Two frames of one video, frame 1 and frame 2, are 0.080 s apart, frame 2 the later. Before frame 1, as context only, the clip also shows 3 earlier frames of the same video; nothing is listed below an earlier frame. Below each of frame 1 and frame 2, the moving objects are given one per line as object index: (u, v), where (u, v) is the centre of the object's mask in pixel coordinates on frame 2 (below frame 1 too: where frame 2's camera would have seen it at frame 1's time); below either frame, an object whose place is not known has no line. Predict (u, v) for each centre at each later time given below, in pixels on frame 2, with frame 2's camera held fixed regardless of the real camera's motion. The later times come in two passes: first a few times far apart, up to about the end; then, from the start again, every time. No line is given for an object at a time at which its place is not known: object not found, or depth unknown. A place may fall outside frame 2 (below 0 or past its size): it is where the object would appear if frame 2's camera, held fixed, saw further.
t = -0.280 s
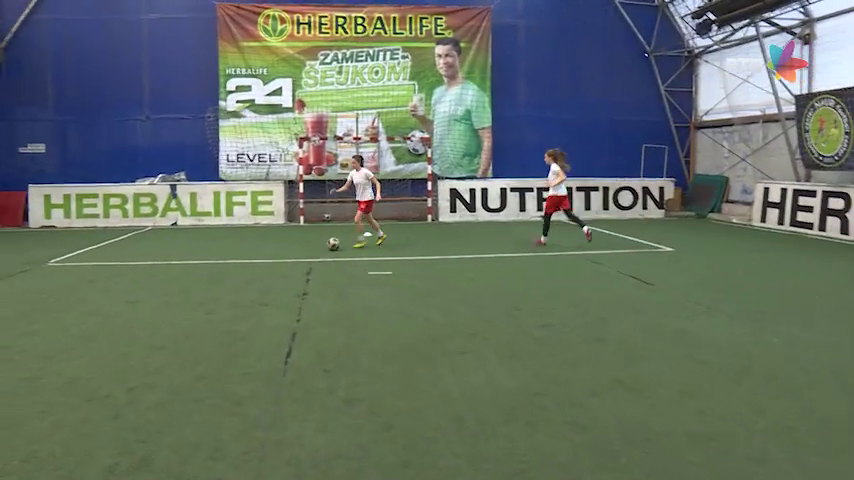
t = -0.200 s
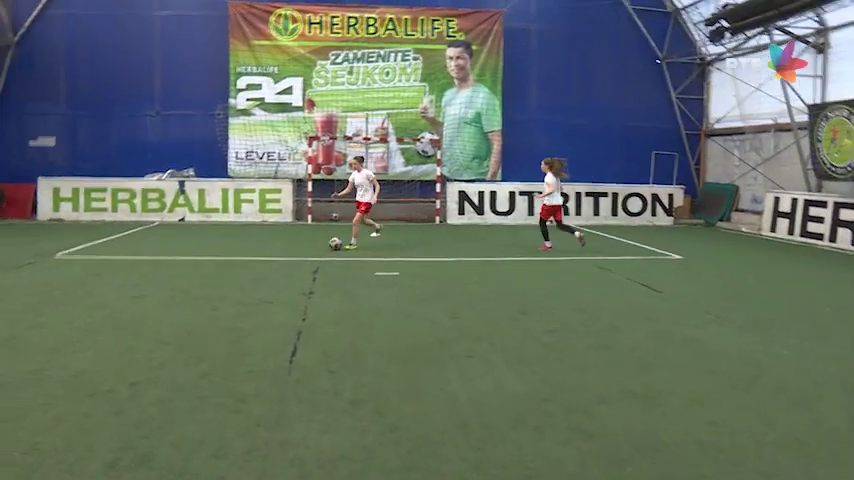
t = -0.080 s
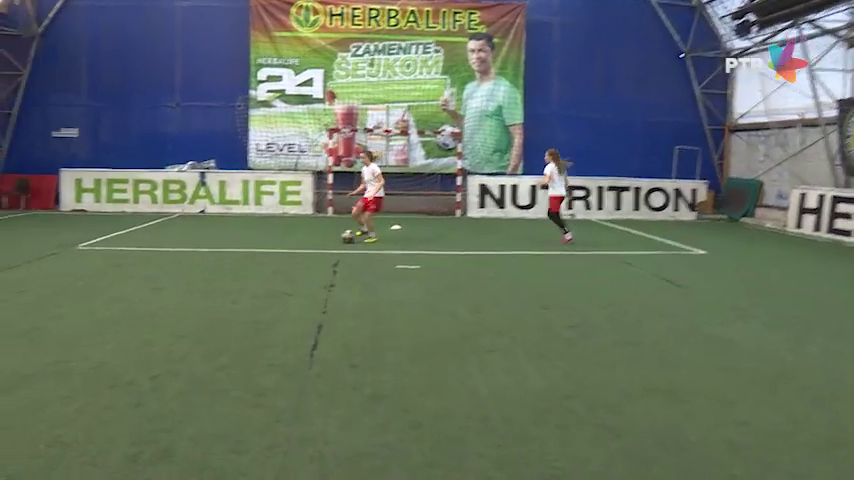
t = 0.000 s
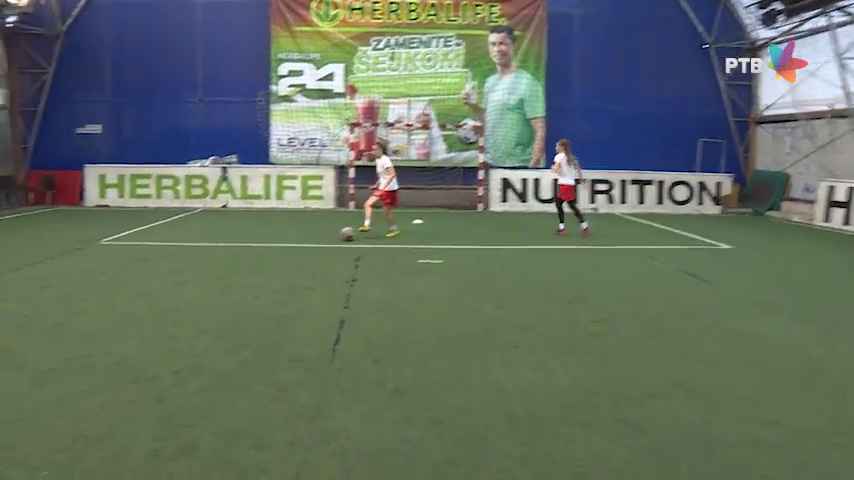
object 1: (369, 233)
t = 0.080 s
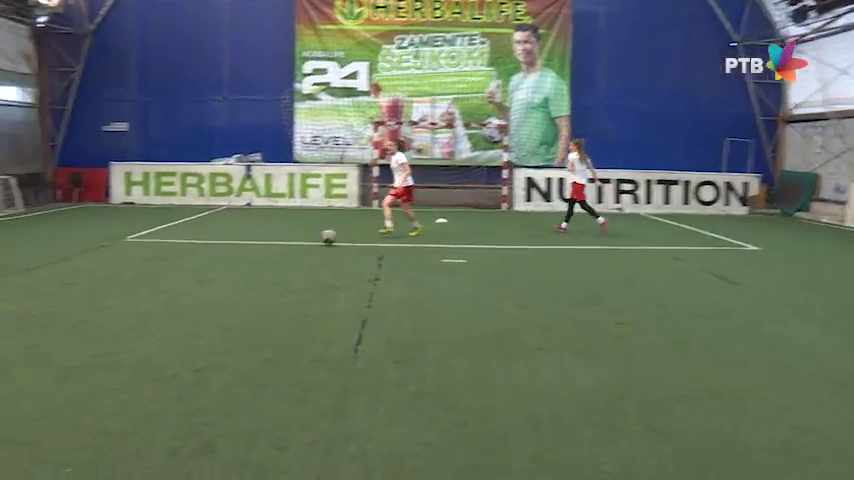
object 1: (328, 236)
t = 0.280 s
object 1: (204, 253)
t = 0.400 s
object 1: (115, 266)
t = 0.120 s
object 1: (305, 239)
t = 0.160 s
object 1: (281, 244)
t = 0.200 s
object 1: (257, 248)
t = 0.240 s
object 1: (230, 251)
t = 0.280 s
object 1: (204, 253)
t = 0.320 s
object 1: (175, 258)
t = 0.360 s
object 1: (146, 262)
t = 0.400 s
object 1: (115, 266)
